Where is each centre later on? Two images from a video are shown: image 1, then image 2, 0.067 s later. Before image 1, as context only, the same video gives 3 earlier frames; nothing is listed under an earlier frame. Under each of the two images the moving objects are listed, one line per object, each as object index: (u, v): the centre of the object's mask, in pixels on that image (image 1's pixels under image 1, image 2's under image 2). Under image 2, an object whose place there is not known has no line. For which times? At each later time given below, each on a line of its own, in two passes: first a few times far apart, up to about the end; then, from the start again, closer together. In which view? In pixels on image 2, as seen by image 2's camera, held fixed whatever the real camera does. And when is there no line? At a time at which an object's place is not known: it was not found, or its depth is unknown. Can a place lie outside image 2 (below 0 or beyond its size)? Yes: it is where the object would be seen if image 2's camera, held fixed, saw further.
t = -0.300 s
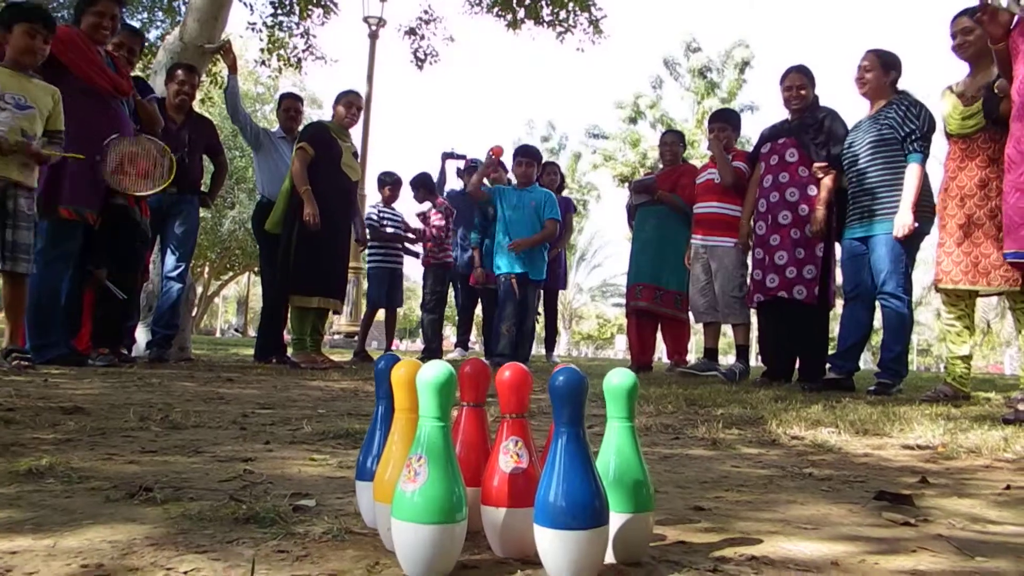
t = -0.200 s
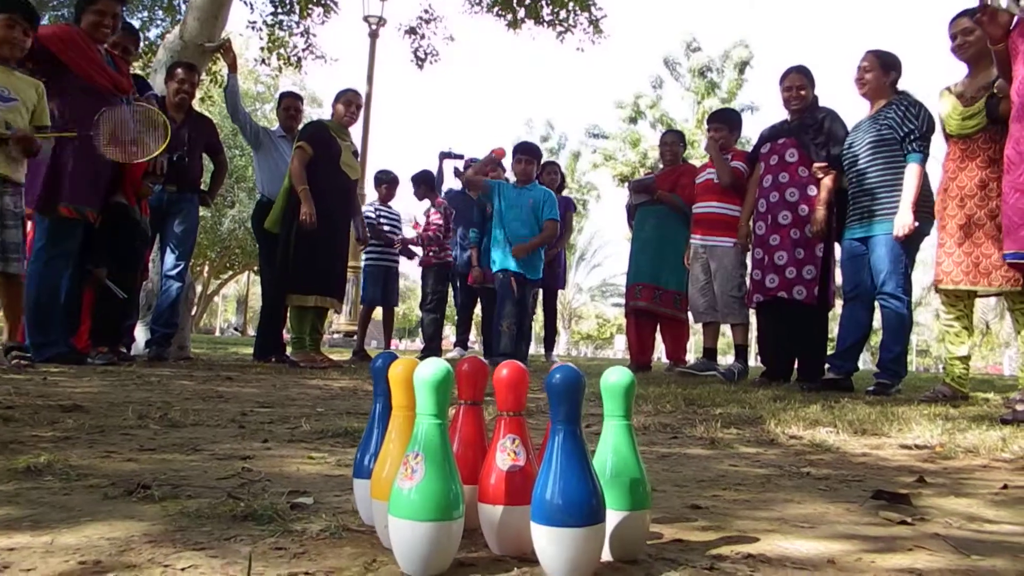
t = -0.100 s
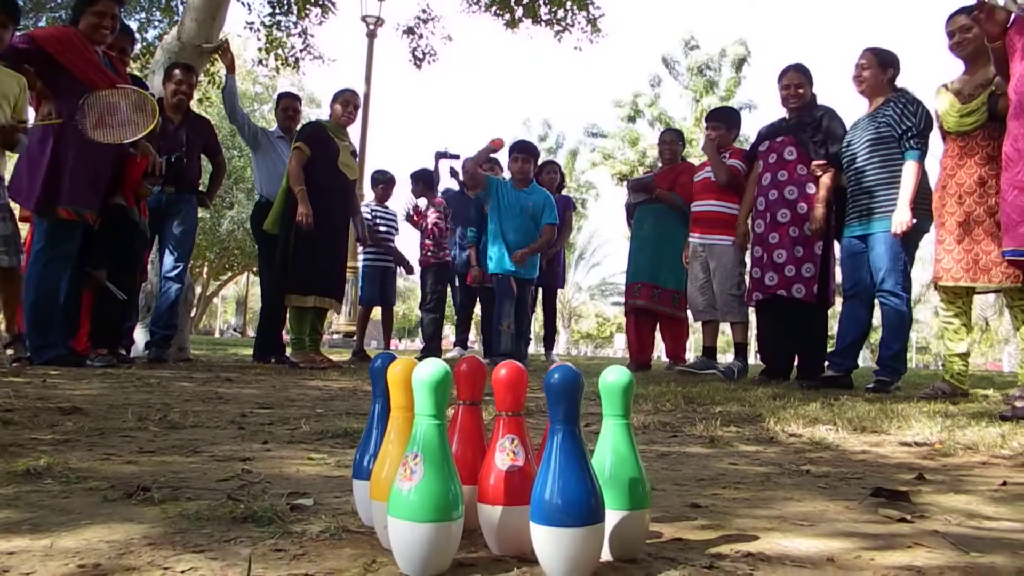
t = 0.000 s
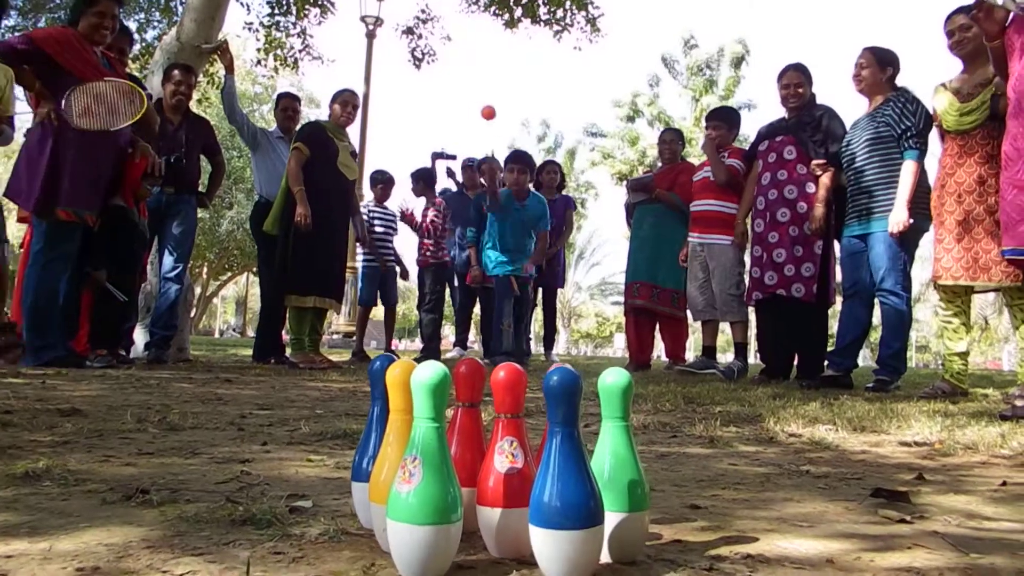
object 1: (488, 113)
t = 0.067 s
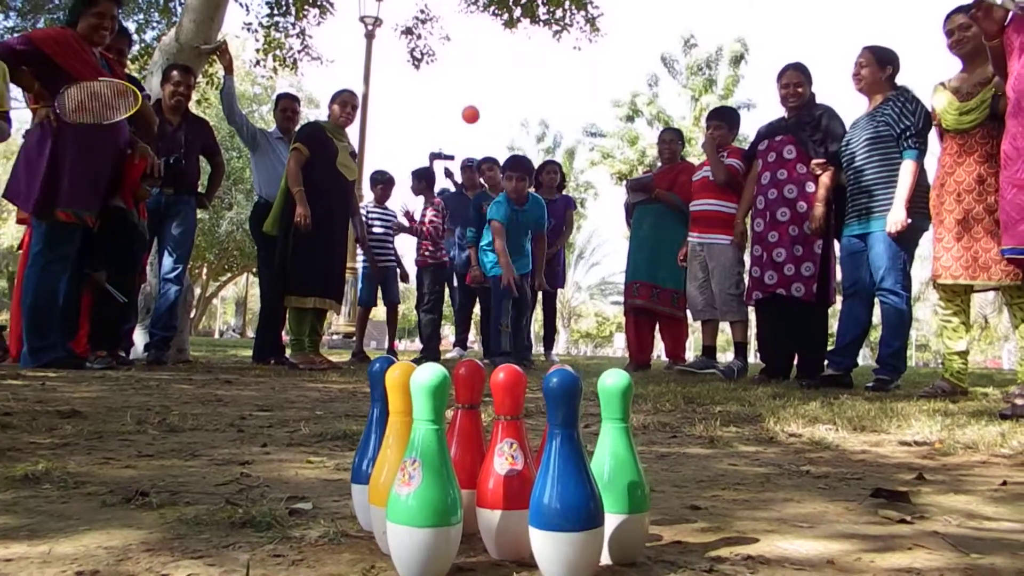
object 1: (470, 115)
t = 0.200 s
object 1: (406, 154)
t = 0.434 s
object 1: (41, 328)
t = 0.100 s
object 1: (459, 120)
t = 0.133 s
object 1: (444, 128)
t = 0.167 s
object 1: (427, 138)
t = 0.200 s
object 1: (406, 154)
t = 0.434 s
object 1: (41, 328)
